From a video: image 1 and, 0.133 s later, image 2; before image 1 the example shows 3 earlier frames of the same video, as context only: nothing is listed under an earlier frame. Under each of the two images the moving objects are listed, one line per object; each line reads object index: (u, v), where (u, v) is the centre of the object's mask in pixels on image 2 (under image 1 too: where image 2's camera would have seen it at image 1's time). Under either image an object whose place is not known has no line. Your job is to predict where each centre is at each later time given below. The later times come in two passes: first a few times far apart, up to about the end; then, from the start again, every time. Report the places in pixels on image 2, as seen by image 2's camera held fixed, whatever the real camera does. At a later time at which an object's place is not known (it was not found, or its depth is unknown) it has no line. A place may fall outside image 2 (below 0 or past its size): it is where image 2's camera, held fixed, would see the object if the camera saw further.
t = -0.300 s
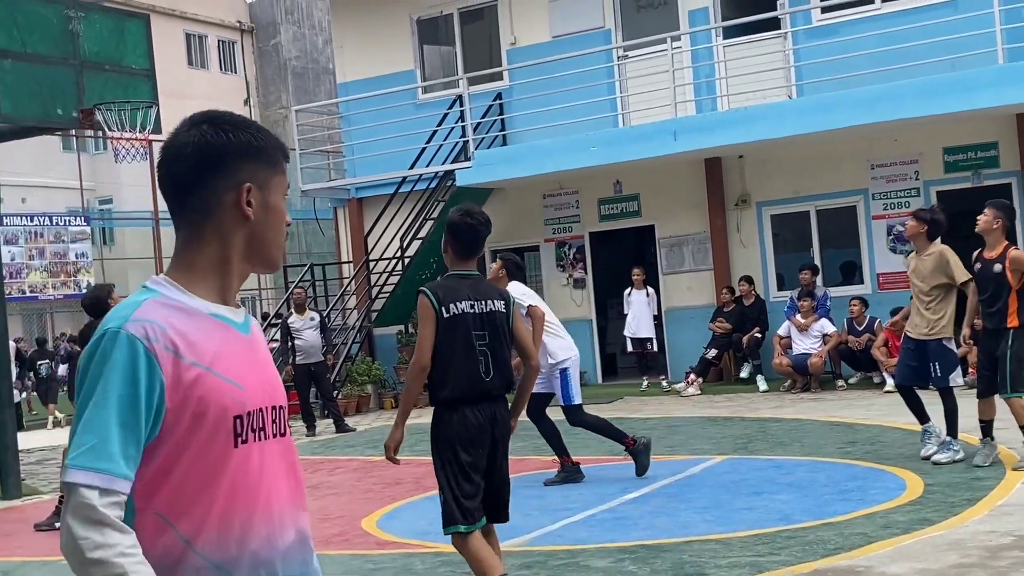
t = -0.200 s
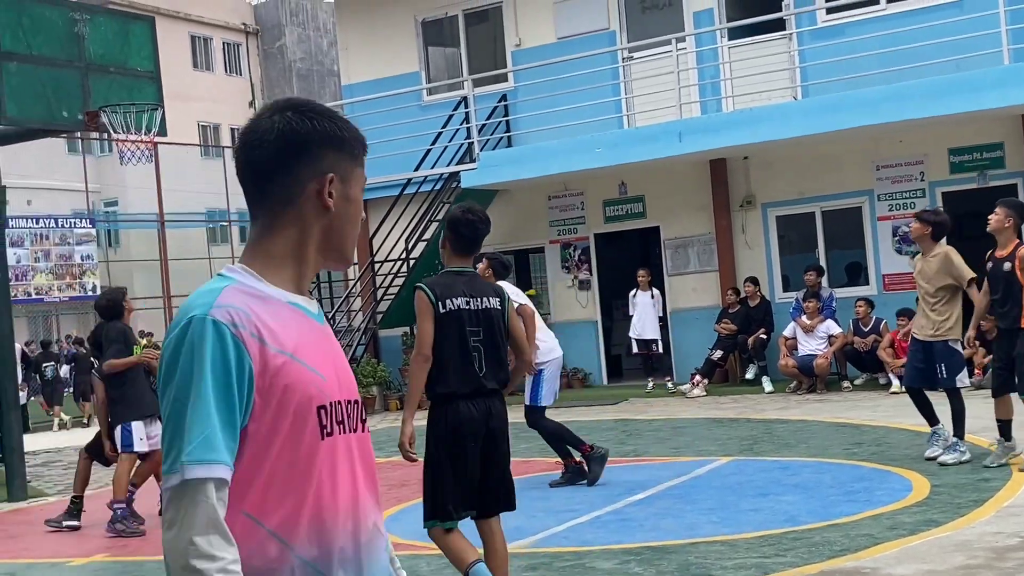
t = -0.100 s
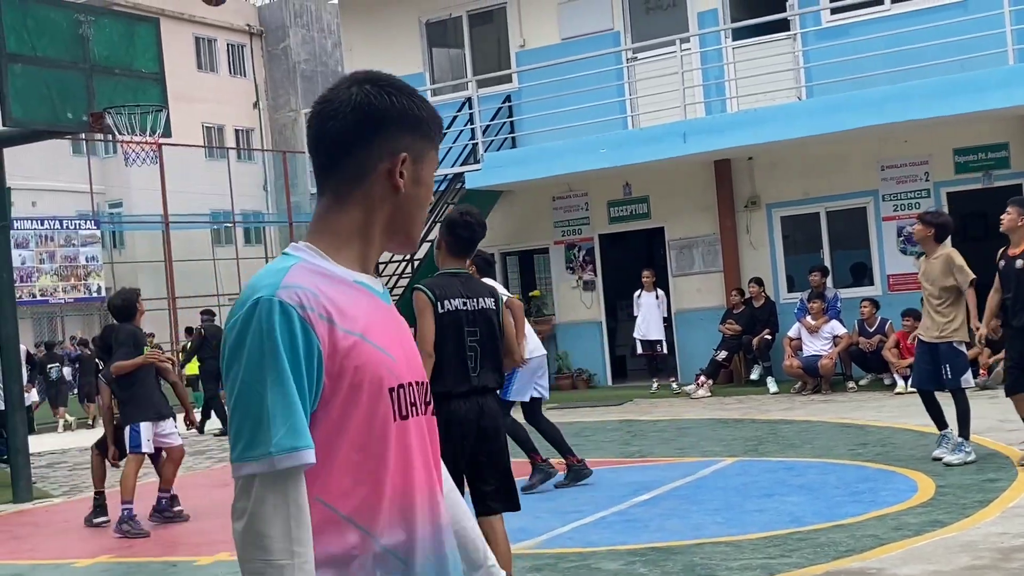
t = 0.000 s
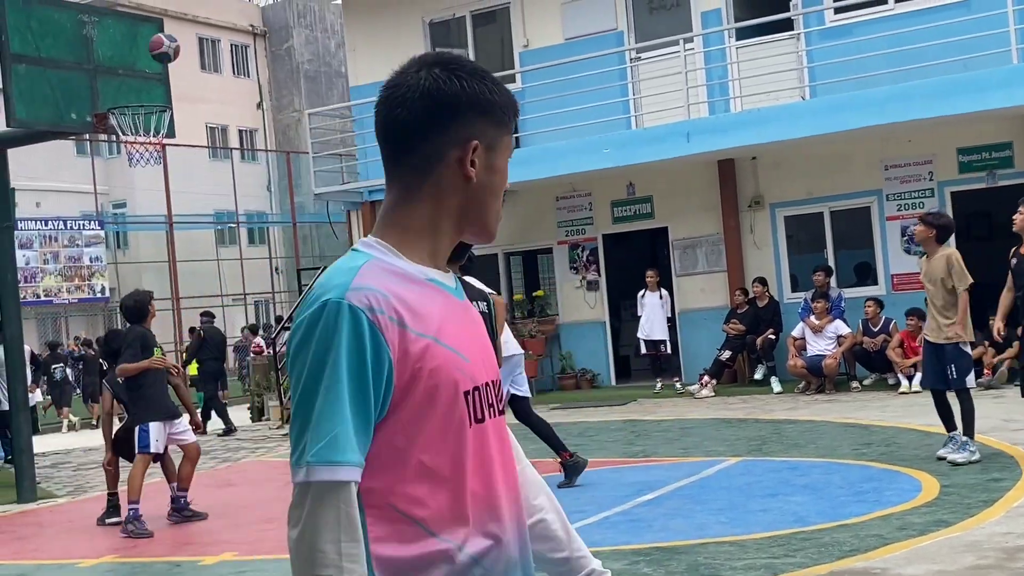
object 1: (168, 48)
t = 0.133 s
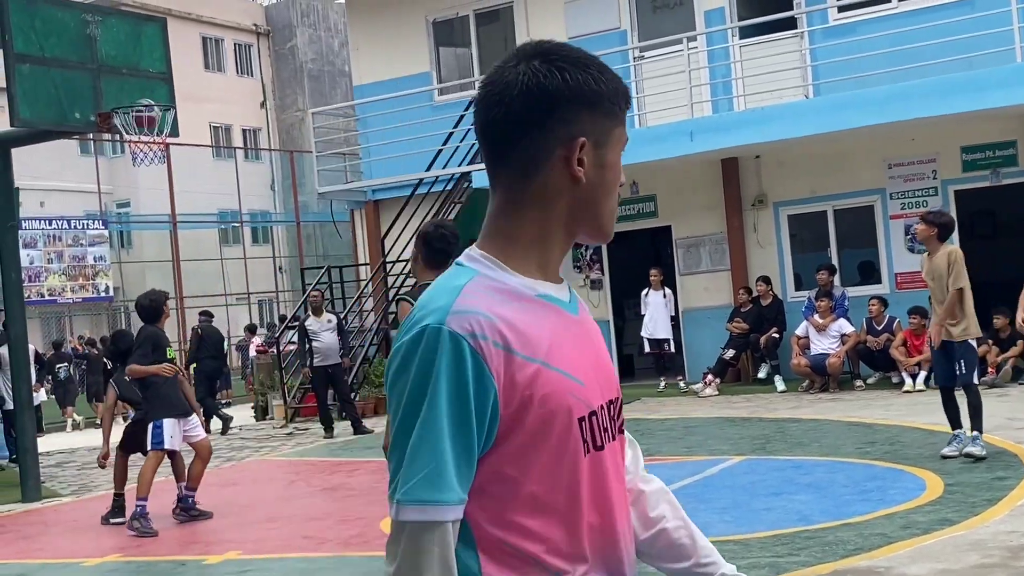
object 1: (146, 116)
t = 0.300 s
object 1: (165, 132)
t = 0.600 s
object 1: (124, 159)
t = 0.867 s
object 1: (104, 283)
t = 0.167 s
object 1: (151, 124)
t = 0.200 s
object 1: (159, 122)
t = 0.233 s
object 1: (164, 125)
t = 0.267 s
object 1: (163, 127)
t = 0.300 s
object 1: (165, 132)
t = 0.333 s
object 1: (158, 129)
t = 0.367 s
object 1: (154, 130)
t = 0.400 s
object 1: (148, 127)
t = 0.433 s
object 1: (144, 128)
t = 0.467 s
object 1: (140, 130)
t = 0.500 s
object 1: (135, 135)
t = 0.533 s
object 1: (131, 141)
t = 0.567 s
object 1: (128, 149)
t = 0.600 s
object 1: (124, 159)
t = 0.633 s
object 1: (122, 168)
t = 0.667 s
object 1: (118, 180)
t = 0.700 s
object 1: (117, 194)
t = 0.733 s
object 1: (114, 209)
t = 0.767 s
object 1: (111, 226)
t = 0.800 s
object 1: (108, 243)
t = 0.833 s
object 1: (106, 262)
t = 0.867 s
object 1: (104, 283)
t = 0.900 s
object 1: (99, 307)
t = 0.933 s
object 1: (98, 327)
